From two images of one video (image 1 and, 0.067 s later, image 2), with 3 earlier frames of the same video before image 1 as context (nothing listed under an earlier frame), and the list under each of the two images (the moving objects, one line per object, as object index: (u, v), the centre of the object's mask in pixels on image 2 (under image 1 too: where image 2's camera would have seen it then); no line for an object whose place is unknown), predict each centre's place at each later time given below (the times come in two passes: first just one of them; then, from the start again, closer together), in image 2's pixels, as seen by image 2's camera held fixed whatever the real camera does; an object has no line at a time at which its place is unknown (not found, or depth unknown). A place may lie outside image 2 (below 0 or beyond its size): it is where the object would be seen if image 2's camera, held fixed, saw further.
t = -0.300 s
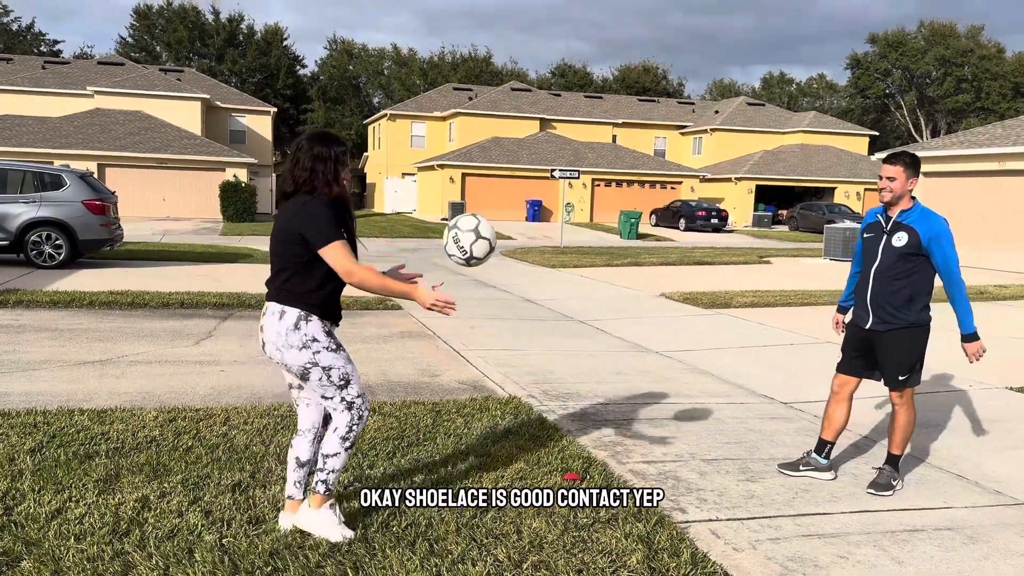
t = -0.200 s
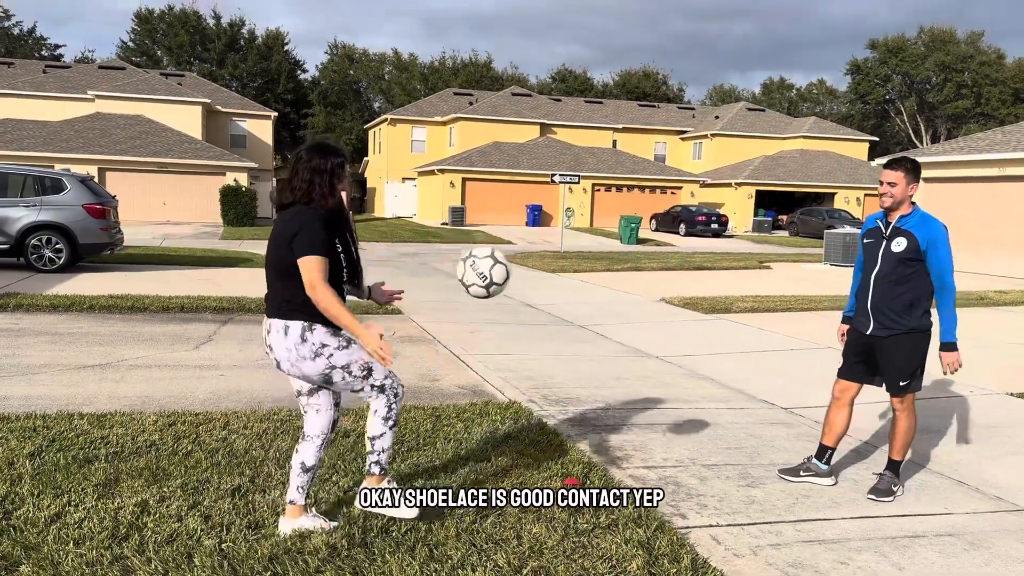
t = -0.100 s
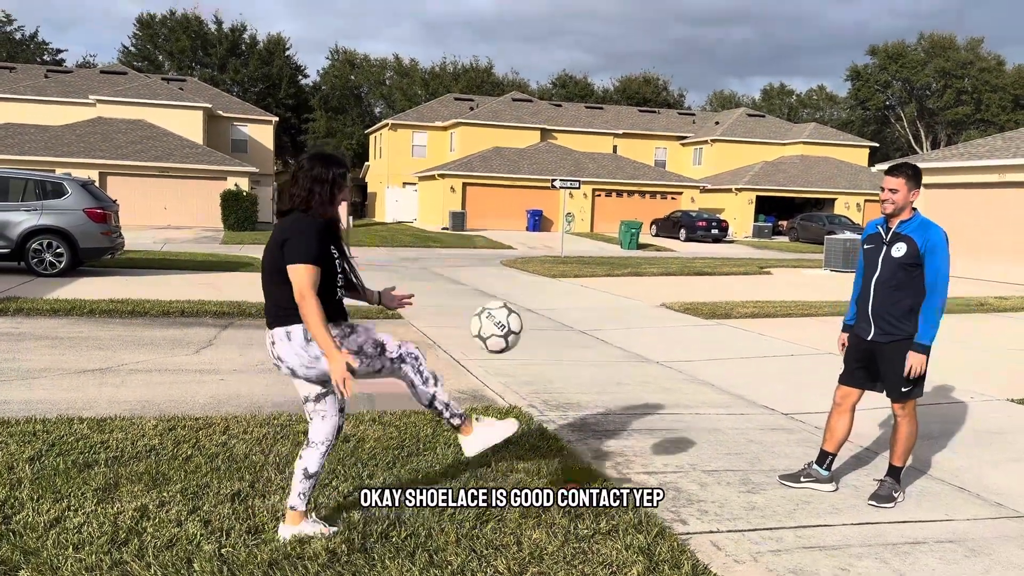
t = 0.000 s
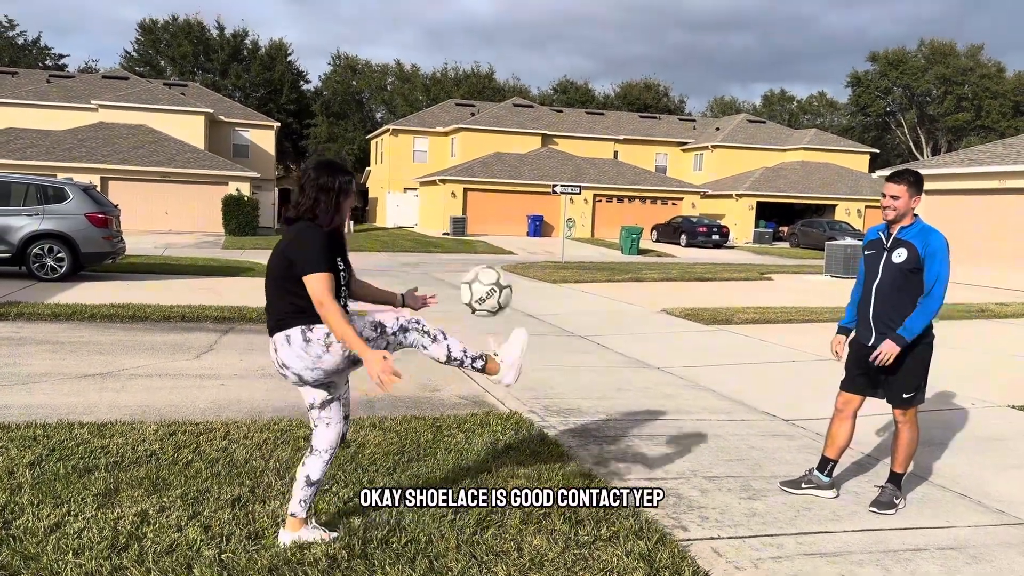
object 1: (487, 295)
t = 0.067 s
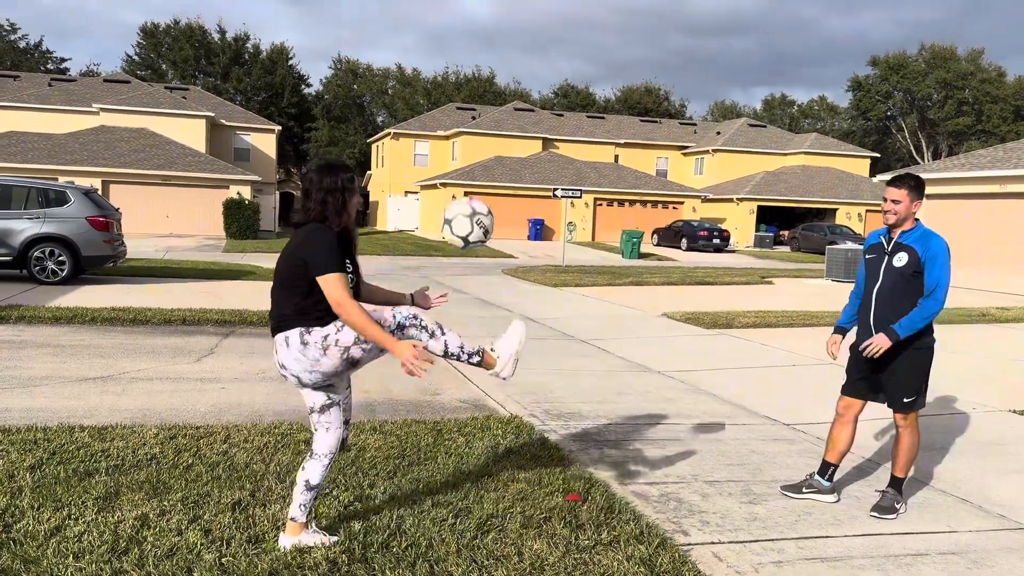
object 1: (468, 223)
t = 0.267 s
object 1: (403, 57)
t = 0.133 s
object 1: (448, 159)
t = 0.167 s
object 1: (437, 130)
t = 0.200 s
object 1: (424, 101)
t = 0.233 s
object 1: (415, 80)
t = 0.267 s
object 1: (403, 57)
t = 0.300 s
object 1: (391, 40)
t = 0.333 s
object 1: (379, 23)
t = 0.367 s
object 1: (367, 10)
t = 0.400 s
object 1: (355, 2)
